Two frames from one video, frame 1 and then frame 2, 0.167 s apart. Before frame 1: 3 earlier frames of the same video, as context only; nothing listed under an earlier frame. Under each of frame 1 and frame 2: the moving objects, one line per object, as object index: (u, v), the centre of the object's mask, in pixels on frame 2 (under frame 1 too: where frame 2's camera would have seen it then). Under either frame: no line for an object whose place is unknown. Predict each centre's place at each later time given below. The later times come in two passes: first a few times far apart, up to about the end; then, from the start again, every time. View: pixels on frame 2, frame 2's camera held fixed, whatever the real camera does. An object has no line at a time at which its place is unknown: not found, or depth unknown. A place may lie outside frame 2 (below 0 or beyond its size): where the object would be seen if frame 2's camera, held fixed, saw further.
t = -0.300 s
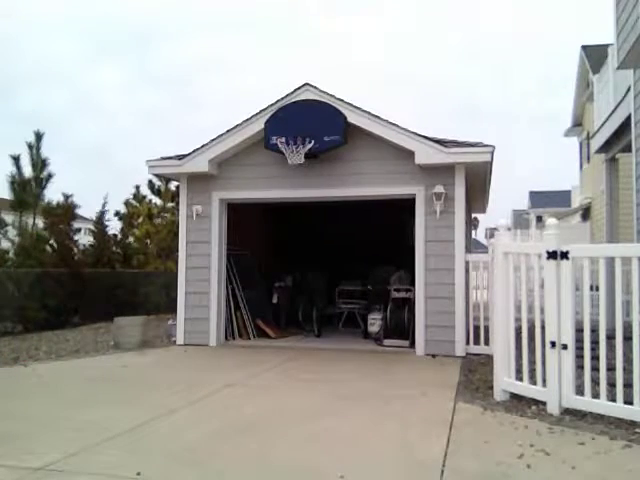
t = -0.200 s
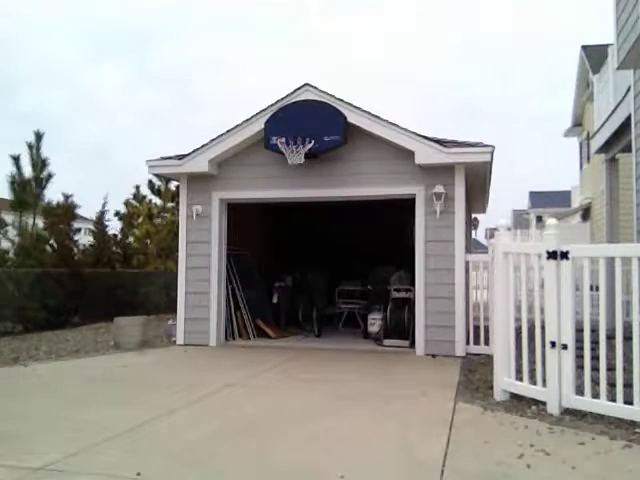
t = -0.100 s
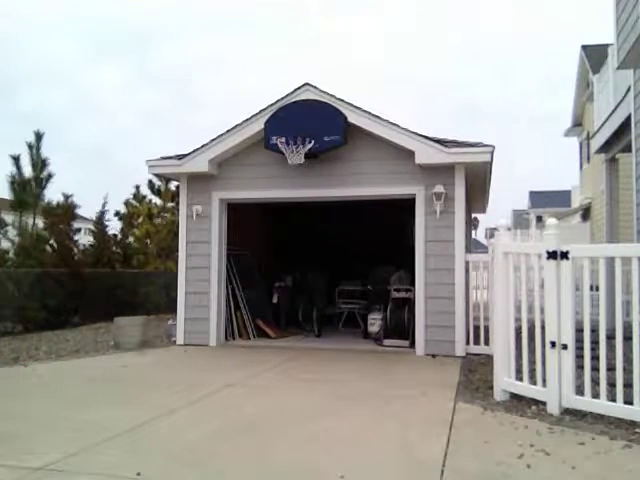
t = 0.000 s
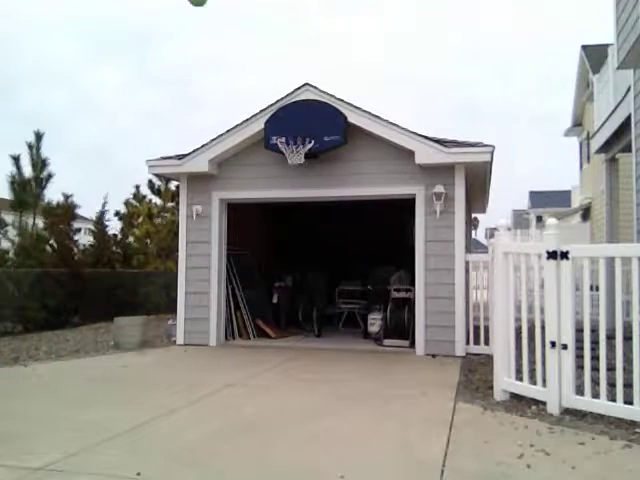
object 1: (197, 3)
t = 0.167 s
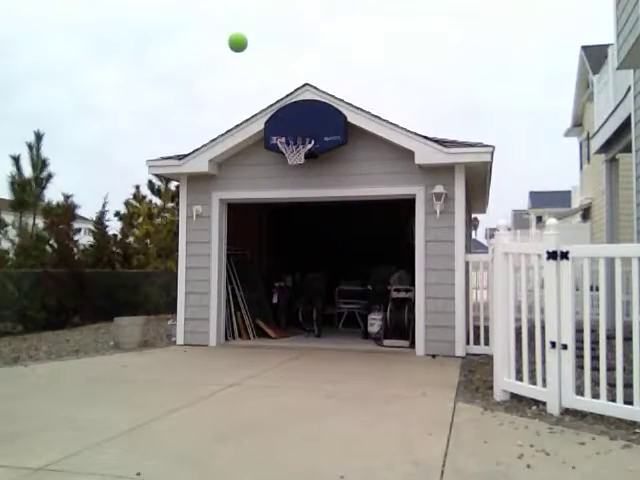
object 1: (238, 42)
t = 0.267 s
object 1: (256, 74)
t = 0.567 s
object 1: (263, 142)
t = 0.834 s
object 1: (253, 243)
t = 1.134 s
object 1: (236, 332)
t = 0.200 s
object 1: (244, 52)
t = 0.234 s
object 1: (251, 63)
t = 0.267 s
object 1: (256, 74)
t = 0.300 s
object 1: (262, 85)
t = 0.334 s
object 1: (267, 97)
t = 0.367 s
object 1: (273, 108)
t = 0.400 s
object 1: (273, 115)
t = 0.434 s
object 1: (272, 119)
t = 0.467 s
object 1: (270, 123)
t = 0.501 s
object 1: (269, 129)
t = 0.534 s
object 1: (266, 135)
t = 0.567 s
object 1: (263, 142)
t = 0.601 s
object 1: (263, 150)
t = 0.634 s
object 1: (261, 161)
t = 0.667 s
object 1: (260, 171)
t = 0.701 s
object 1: (258, 184)
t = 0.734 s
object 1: (258, 197)
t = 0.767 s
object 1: (256, 212)
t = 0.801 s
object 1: (255, 227)
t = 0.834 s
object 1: (253, 243)
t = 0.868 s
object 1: (252, 261)
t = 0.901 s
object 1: (250, 281)
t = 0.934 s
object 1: (249, 301)
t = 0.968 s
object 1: (247, 323)
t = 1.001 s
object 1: (245, 346)
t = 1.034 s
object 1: (244, 372)
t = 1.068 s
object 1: (242, 361)
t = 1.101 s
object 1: (239, 345)
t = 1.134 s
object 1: (236, 332)
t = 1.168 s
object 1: (233, 320)
